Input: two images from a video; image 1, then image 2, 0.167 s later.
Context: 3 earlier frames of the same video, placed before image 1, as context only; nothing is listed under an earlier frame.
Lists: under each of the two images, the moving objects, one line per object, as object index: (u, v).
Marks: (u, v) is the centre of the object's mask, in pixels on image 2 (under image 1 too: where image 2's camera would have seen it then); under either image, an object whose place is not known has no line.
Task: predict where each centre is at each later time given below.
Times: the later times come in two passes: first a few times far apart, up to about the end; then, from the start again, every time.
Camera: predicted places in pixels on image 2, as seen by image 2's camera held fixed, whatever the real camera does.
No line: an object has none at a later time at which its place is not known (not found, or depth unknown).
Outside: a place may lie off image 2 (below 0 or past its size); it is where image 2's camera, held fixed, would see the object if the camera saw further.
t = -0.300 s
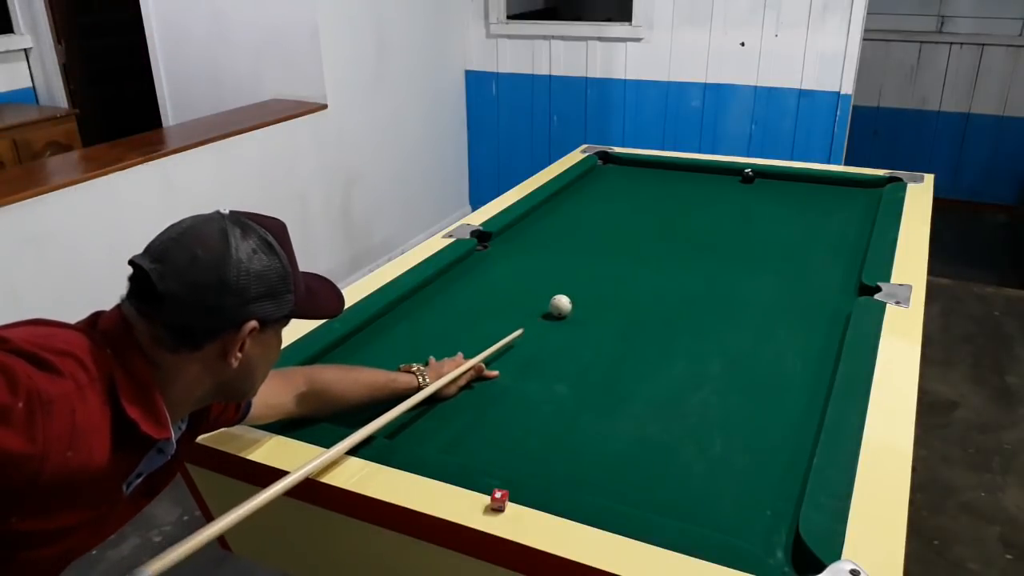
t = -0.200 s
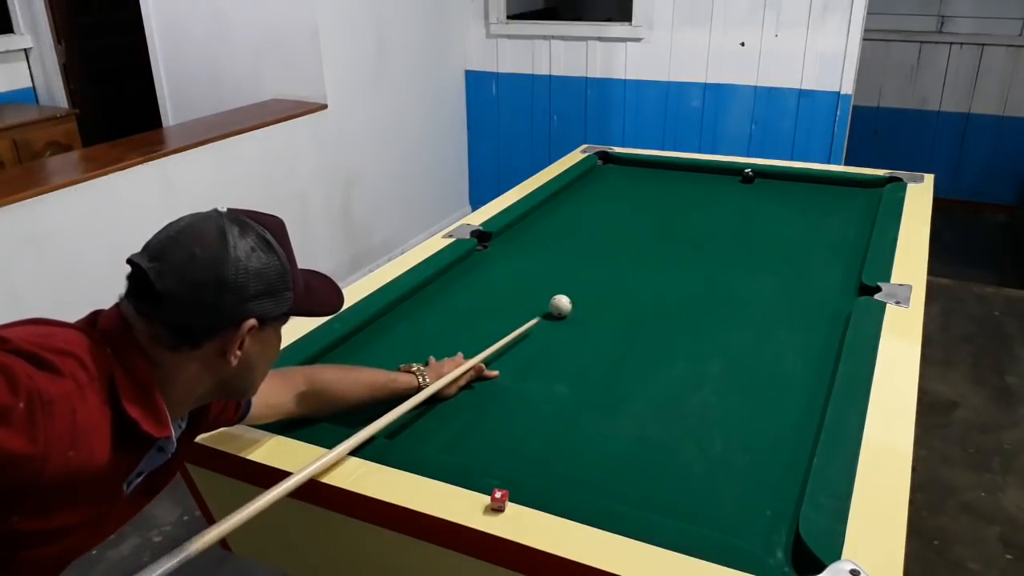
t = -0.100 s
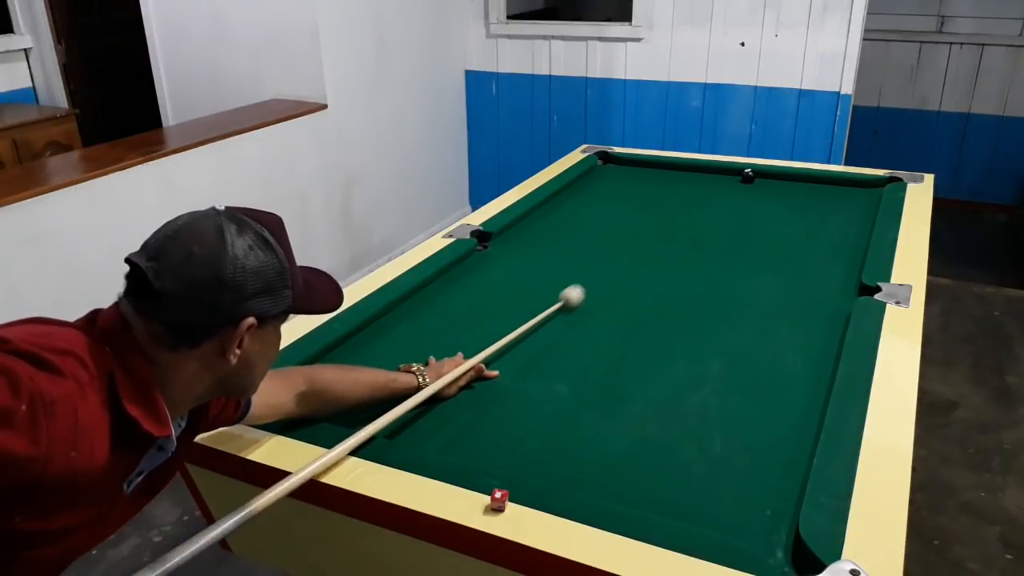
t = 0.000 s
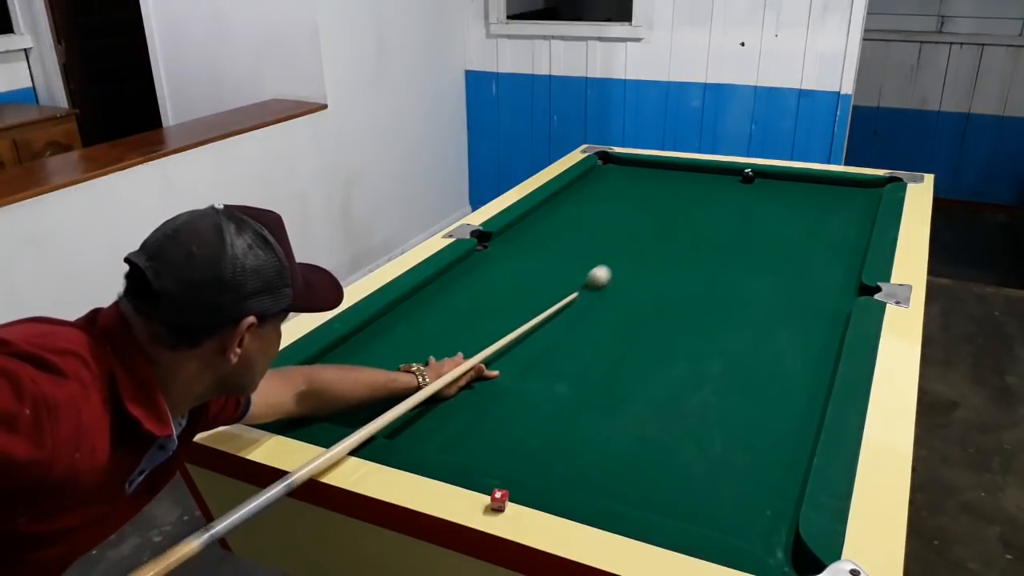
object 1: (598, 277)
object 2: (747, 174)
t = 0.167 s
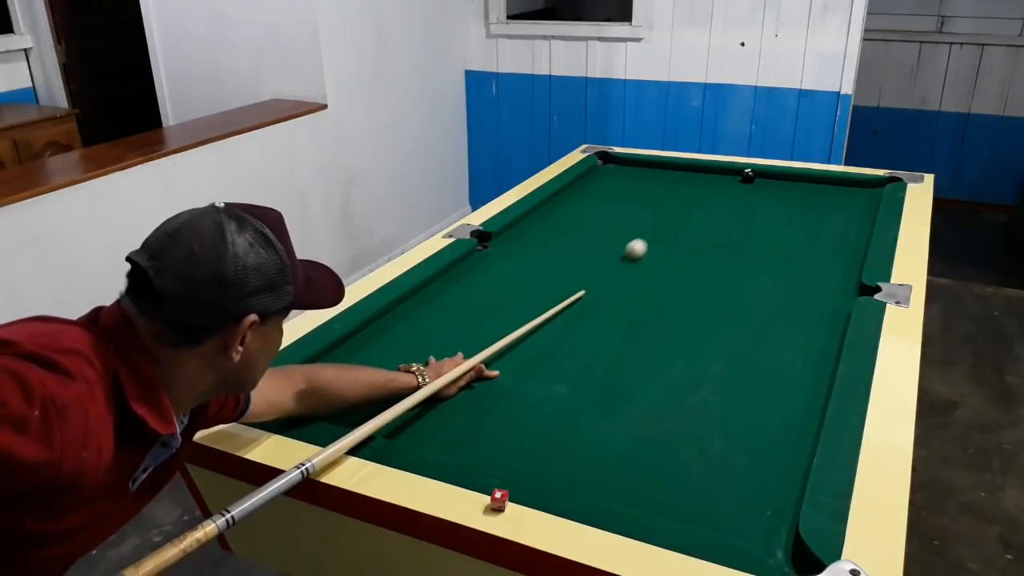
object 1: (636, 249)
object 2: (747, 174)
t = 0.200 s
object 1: (642, 244)
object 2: (747, 174)
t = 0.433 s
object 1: (683, 214)
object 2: (747, 174)
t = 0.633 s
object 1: (713, 192)
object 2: (747, 174)
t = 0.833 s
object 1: (733, 174)
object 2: (751, 173)
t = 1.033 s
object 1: (718, 177)
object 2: (775, 178)
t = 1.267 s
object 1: (695, 187)
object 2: (794, 183)
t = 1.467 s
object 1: (674, 195)
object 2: (809, 189)
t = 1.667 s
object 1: (654, 204)
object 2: (822, 195)
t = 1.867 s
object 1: (633, 212)
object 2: (835, 199)
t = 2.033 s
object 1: (616, 219)
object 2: (844, 203)
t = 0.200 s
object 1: (642, 244)
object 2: (747, 174)
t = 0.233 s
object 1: (649, 239)
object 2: (747, 174)
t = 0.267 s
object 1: (655, 235)
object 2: (747, 174)
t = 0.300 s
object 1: (661, 231)
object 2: (747, 174)
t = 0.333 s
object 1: (667, 226)
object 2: (747, 174)
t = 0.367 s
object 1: (673, 222)
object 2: (747, 174)
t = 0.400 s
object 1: (678, 218)
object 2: (747, 174)
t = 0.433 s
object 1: (683, 214)
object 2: (747, 174)
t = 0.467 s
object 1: (689, 210)
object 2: (746, 174)
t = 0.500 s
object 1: (694, 206)
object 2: (746, 174)
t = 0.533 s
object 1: (699, 203)
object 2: (746, 174)
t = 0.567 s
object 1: (704, 199)
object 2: (746, 174)
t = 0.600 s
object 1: (708, 196)
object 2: (747, 174)
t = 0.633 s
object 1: (713, 192)
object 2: (747, 174)
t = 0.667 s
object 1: (717, 189)
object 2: (746, 174)
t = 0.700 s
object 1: (721, 186)
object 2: (747, 174)
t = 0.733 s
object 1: (726, 183)
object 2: (746, 174)
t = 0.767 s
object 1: (730, 180)
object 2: (747, 173)
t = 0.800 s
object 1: (733, 177)
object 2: (748, 174)
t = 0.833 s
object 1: (733, 174)
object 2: (751, 173)
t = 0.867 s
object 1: (733, 172)
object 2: (759, 173)
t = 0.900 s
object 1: (731, 172)
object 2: (765, 174)
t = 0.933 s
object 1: (727, 173)
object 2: (768, 175)
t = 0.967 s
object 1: (724, 174)
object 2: (772, 176)
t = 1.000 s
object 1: (721, 176)
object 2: (774, 177)
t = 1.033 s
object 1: (718, 177)
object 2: (775, 178)
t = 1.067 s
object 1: (715, 179)
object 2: (777, 179)
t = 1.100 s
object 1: (711, 180)
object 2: (781, 180)
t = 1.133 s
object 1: (708, 181)
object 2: (784, 181)
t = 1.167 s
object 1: (704, 183)
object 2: (787, 181)
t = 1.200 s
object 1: (701, 184)
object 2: (789, 182)
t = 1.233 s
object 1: (698, 185)
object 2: (792, 182)
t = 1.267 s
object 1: (695, 187)
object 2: (794, 183)
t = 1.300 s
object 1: (691, 188)
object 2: (797, 184)
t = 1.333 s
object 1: (688, 189)
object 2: (799, 185)
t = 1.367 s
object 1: (685, 191)
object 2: (802, 186)
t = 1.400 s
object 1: (681, 192)
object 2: (804, 187)
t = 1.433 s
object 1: (678, 194)
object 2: (807, 188)
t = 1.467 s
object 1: (674, 195)
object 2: (809, 189)
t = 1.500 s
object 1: (671, 197)
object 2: (811, 190)
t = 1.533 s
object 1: (668, 198)
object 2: (814, 192)
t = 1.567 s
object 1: (664, 199)
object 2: (816, 192)
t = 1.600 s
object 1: (661, 201)
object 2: (818, 193)
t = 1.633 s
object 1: (657, 202)
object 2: (820, 194)
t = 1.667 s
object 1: (654, 204)
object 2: (822, 195)
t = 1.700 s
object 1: (651, 205)
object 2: (825, 195)
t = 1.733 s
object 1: (647, 206)
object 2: (827, 196)
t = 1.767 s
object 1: (644, 208)
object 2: (829, 197)
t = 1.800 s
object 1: (640, 209)
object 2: (831, 198)
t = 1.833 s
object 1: (637, 211)
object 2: (833, 198)
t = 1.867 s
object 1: (633, 212)
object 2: (835, 199)
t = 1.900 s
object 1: (630, 214)
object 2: (837, 200)
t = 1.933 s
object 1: (626, 215)
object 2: (838, 201)
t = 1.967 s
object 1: (623, 216)
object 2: (840, 201)
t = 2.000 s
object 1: (619, 218)
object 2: (842, 202)
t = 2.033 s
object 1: (616, 219)
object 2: (844, 203)
